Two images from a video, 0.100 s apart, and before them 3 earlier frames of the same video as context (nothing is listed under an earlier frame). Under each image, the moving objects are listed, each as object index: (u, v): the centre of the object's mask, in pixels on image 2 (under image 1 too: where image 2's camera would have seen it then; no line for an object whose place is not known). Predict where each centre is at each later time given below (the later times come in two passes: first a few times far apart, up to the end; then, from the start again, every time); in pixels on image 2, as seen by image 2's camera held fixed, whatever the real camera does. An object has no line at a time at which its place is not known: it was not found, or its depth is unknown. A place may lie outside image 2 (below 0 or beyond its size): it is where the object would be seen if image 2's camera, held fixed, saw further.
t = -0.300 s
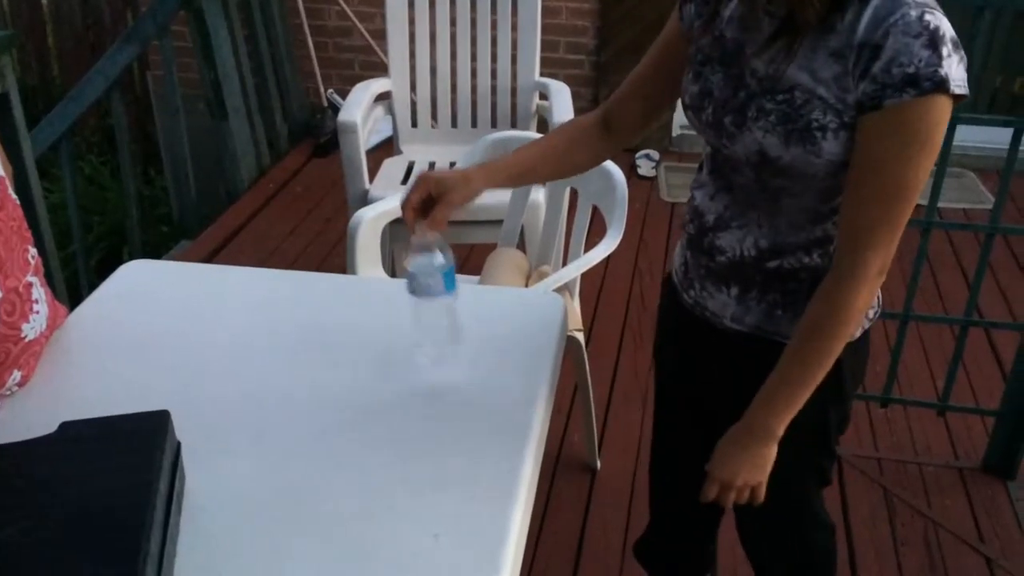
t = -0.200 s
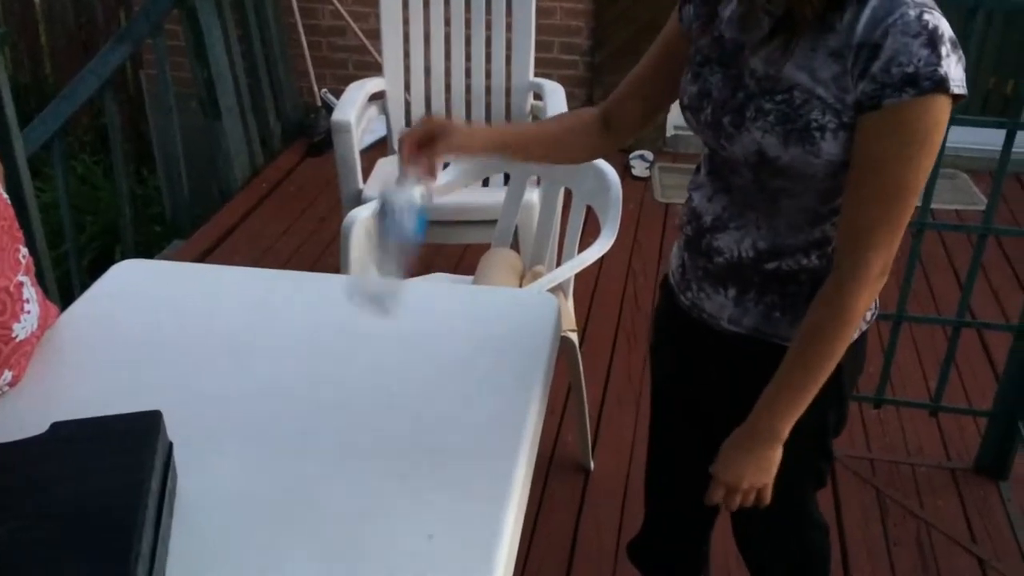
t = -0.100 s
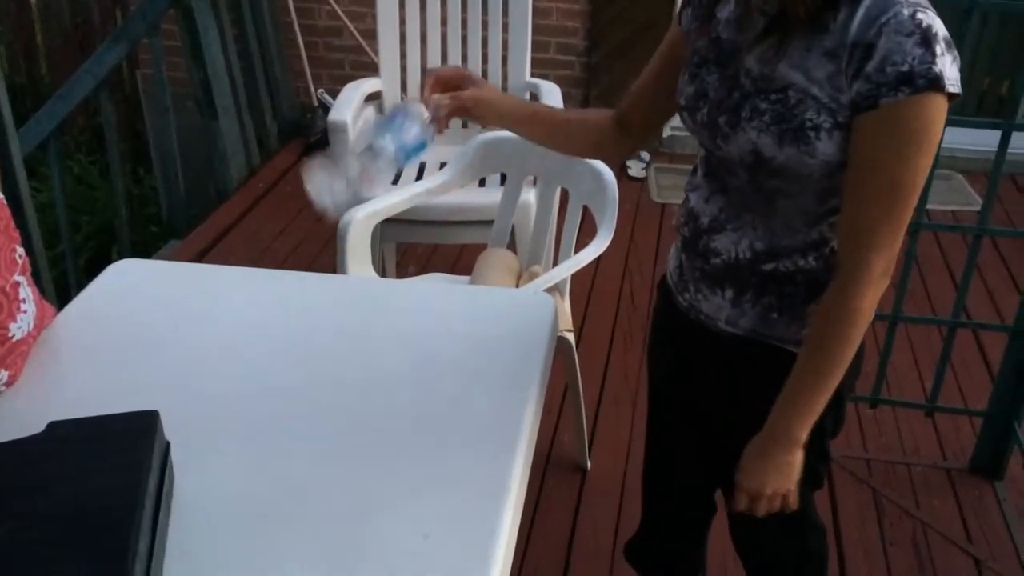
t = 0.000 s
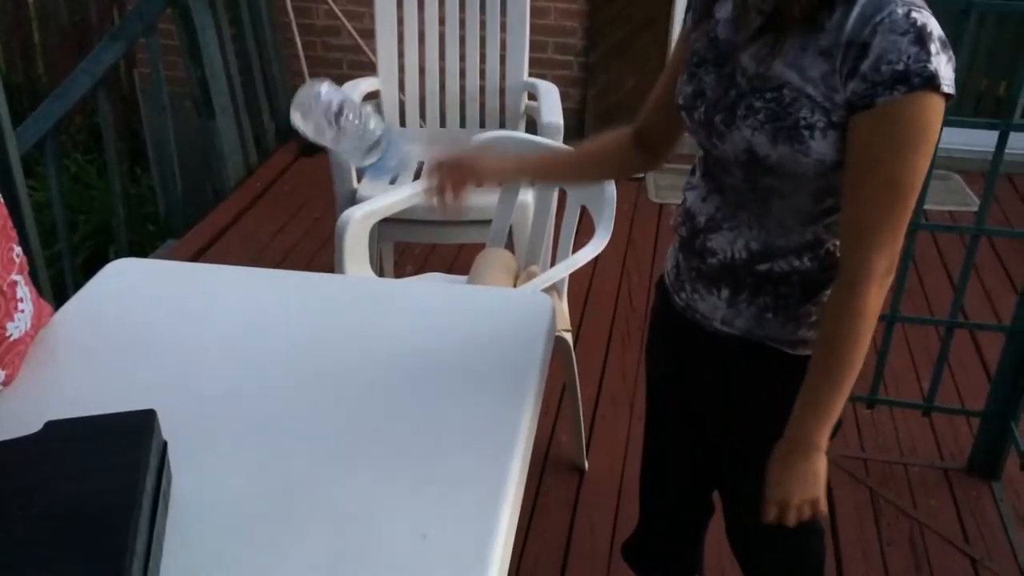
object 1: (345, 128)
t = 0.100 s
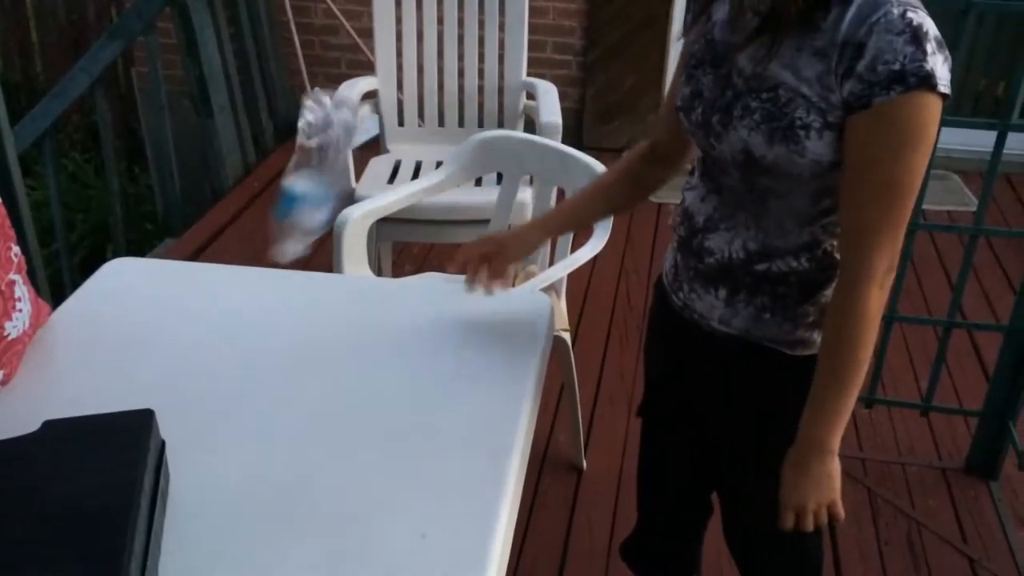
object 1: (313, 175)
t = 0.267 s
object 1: (303, 308)
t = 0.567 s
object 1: (314, 320)
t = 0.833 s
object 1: (303, 316)
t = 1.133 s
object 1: (328, 312)
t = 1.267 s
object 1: (318, 312)
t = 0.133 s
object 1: (302, 191)
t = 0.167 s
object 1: (295, 214)
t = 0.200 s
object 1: (290, 241)
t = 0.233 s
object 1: (288, 274)
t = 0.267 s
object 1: (303, 308)
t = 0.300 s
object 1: (311, 341)
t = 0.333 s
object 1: (324, 341)
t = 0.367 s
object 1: (329, 333)
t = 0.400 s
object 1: (327, 328)
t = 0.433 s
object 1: (328, 324)
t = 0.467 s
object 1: (327, 321)
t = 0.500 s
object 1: (323, 321)
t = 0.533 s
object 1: (319, 320)
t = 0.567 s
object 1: (314, 320)
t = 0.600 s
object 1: (309, 320)
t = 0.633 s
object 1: (308, 319)
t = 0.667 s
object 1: (307, 318)
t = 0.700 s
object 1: (307, 318)
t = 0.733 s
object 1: (306, 316)
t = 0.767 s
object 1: (305, 316)
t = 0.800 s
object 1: (304, 317)
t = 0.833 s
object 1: (303, 316)
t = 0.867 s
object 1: (303, 320)
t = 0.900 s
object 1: (303, 318)
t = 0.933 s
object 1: (306, 318)
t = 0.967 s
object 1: (309, 317)
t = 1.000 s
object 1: (314, 316)
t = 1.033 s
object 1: (320, 315)
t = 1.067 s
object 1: (325, 312)
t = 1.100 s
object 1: (328, 312)
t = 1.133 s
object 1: (328, 312)
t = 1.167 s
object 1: (325, 312)
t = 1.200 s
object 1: (320, 313)
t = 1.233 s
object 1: (318, 312)
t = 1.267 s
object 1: (318, 312)
